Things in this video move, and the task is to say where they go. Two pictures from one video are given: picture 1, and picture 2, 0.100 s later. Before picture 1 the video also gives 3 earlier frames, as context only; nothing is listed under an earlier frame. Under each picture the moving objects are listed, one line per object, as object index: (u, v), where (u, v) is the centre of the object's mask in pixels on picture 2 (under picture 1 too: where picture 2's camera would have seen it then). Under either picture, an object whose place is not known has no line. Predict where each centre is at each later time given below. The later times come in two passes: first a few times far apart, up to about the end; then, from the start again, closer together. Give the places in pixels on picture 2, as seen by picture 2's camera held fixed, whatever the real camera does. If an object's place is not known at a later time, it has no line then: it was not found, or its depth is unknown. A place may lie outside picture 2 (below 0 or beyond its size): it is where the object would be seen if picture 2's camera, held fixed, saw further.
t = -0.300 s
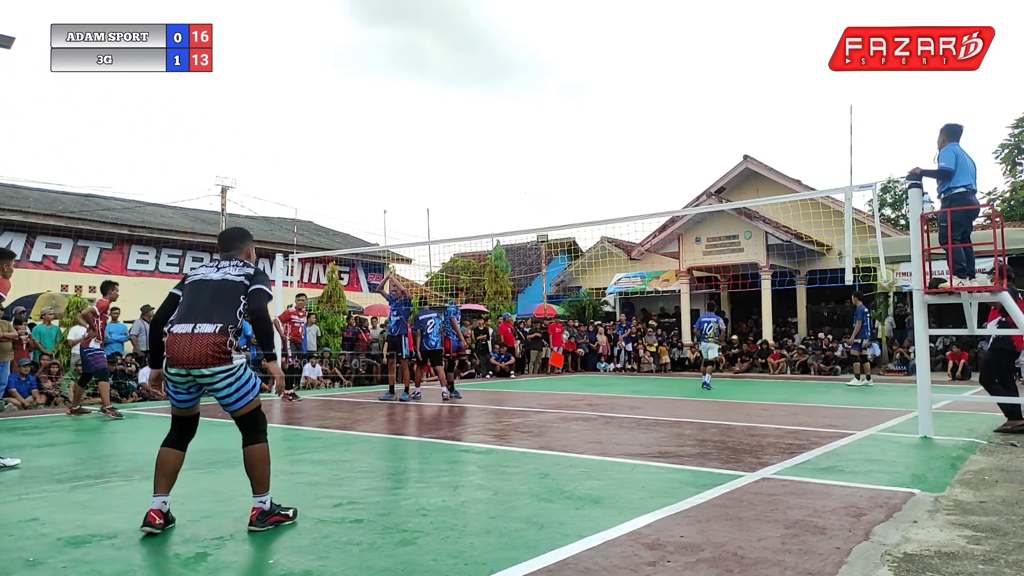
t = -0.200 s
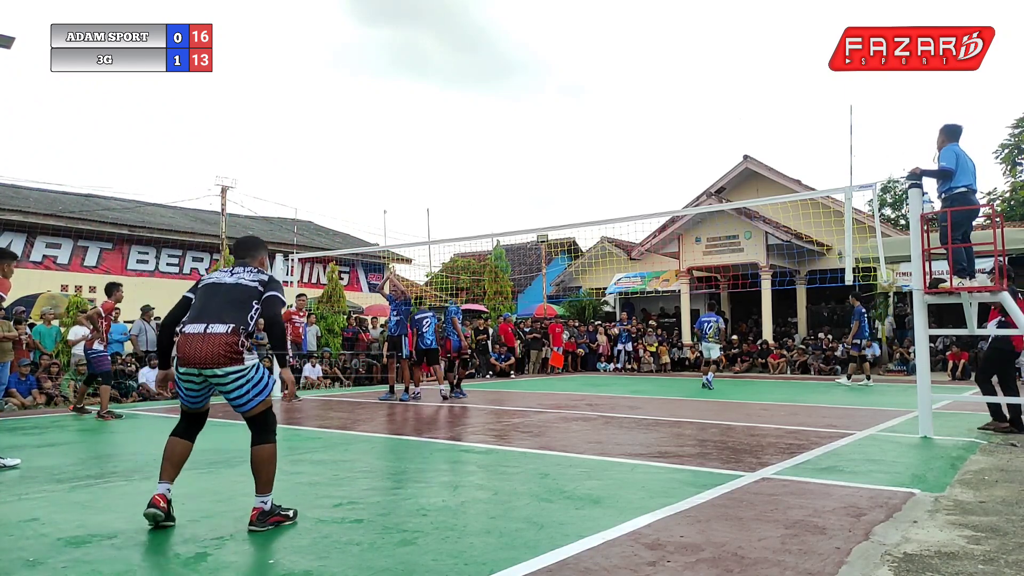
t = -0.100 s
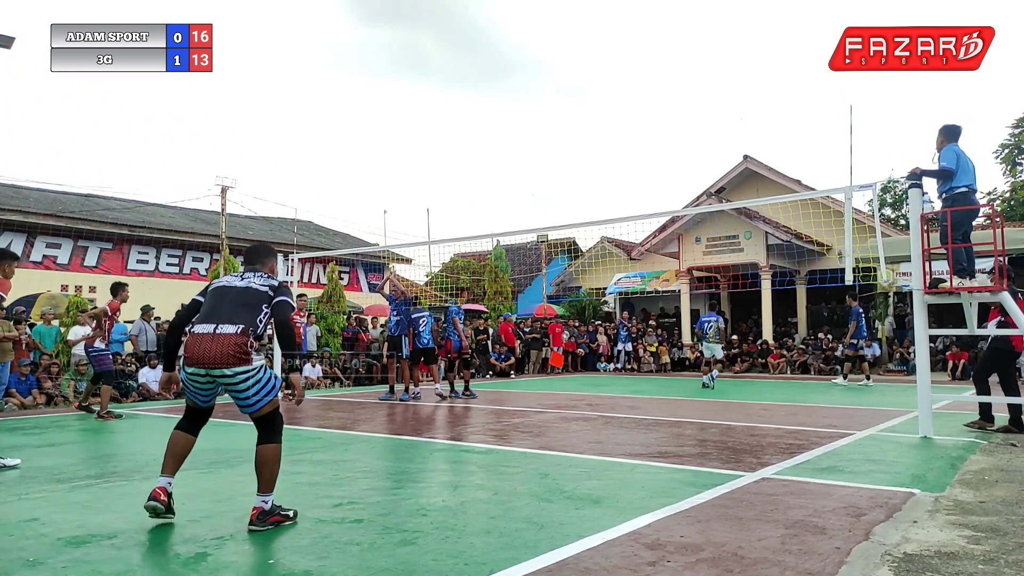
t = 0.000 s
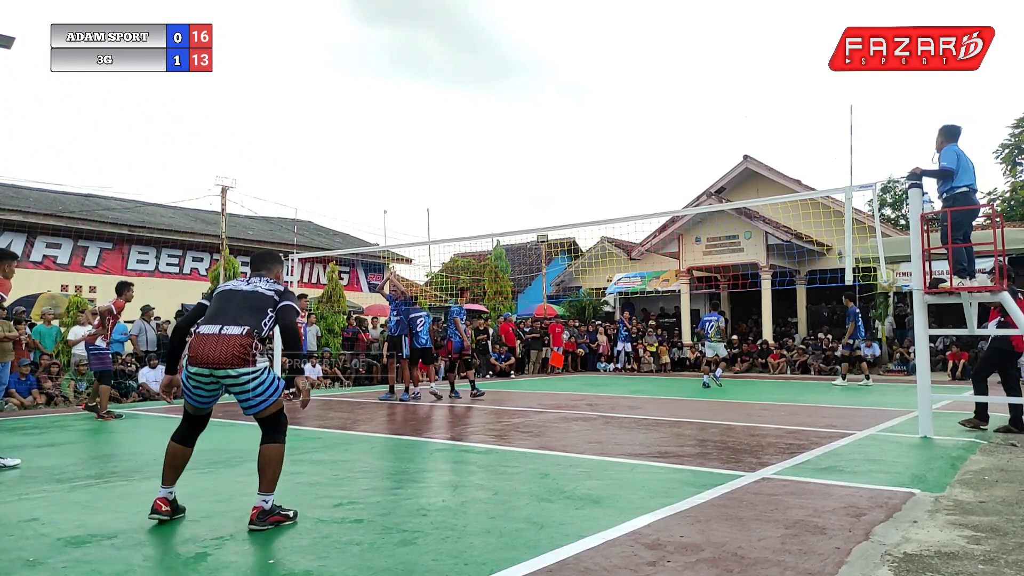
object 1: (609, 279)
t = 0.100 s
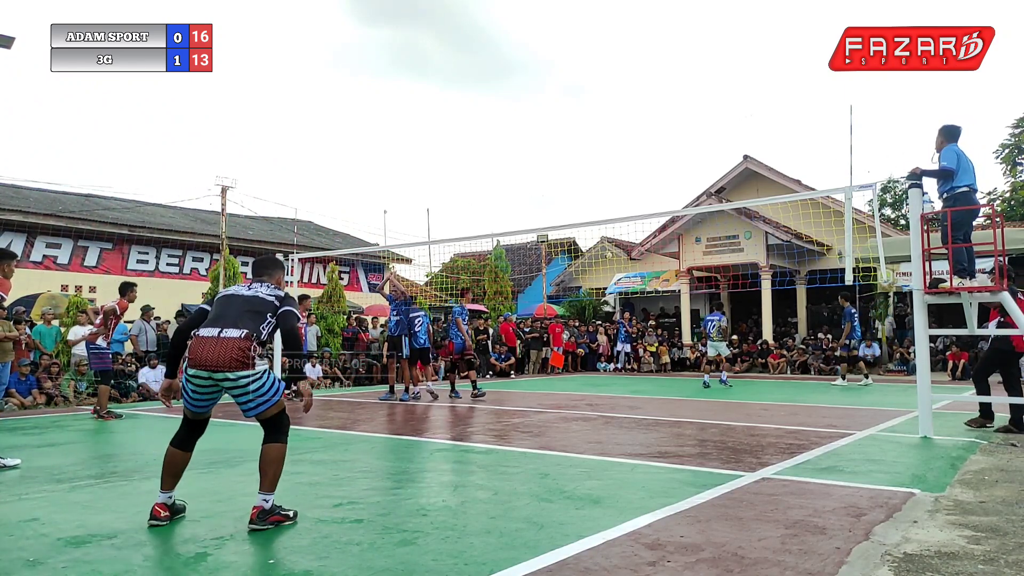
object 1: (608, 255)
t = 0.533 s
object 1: (601, 196)
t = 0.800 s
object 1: (597, 193)
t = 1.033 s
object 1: (594, 210)
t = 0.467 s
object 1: (602, 201)
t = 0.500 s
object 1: (602, 199)
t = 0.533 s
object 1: (601, 196)
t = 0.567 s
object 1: (601, 195)
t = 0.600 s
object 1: (600, 193)
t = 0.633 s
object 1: (600, 192)
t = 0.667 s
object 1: (599, 191)
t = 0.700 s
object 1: (599, 191)
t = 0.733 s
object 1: (598, 191)
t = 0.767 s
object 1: (598, 192)
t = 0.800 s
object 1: (597, 193)
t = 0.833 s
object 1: (597, 194)
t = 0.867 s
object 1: (596, 196)
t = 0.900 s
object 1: (596, 198)
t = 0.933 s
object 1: (595, 200)
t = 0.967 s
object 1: (595, 203)
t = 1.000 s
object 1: (594, 206)
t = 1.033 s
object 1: (594, 210)
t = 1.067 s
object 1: (593, 214)
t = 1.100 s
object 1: (593, 218)
